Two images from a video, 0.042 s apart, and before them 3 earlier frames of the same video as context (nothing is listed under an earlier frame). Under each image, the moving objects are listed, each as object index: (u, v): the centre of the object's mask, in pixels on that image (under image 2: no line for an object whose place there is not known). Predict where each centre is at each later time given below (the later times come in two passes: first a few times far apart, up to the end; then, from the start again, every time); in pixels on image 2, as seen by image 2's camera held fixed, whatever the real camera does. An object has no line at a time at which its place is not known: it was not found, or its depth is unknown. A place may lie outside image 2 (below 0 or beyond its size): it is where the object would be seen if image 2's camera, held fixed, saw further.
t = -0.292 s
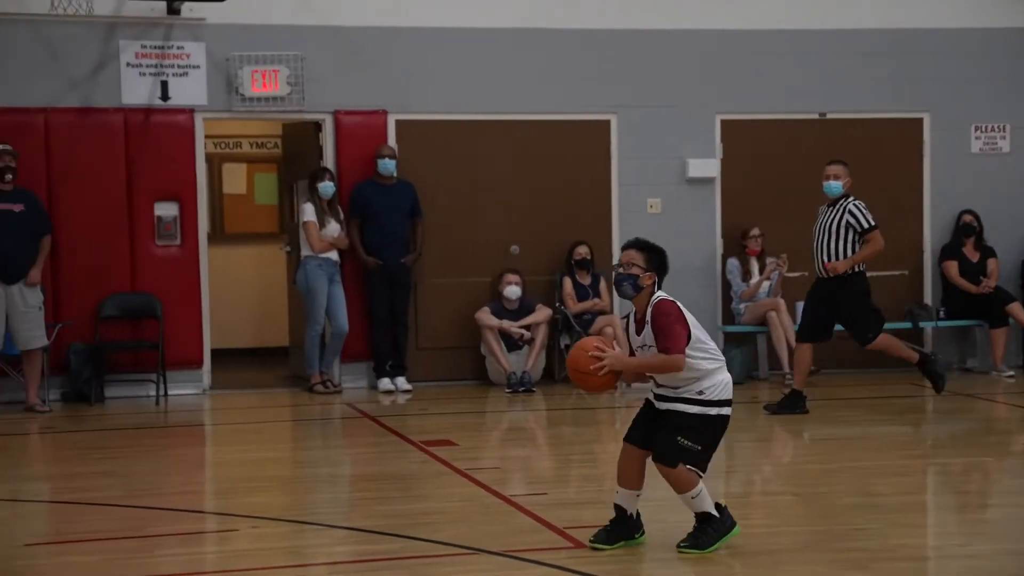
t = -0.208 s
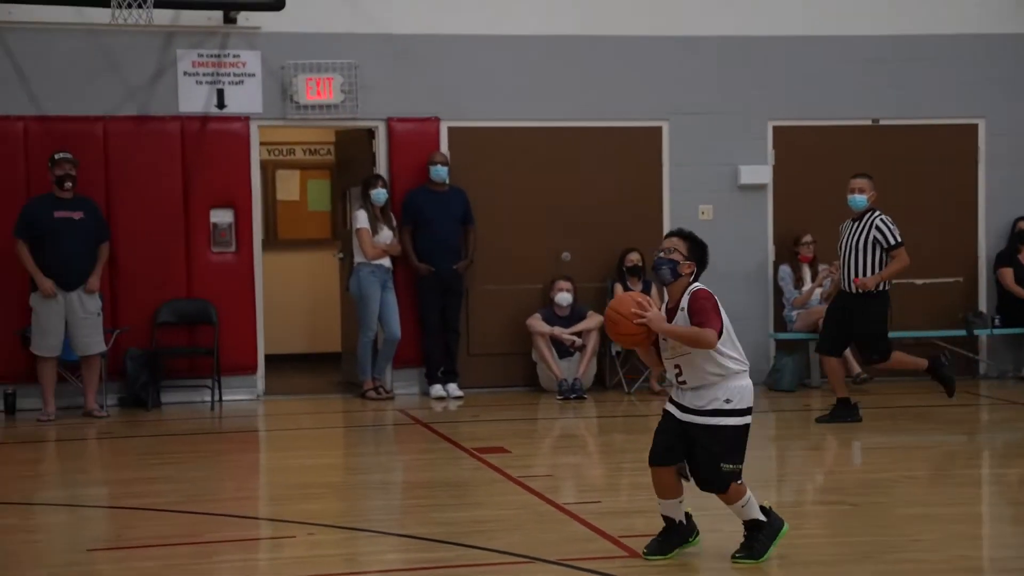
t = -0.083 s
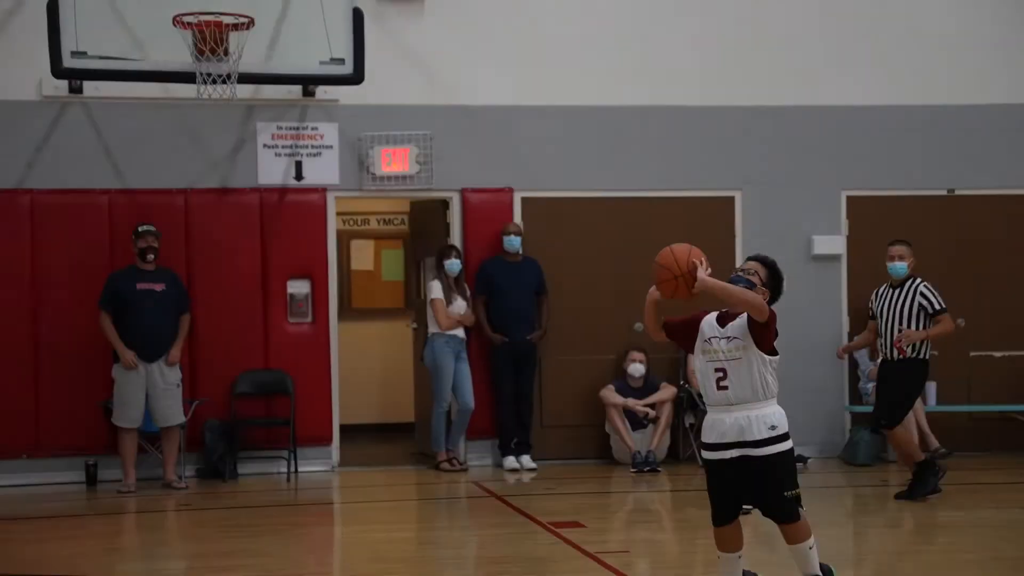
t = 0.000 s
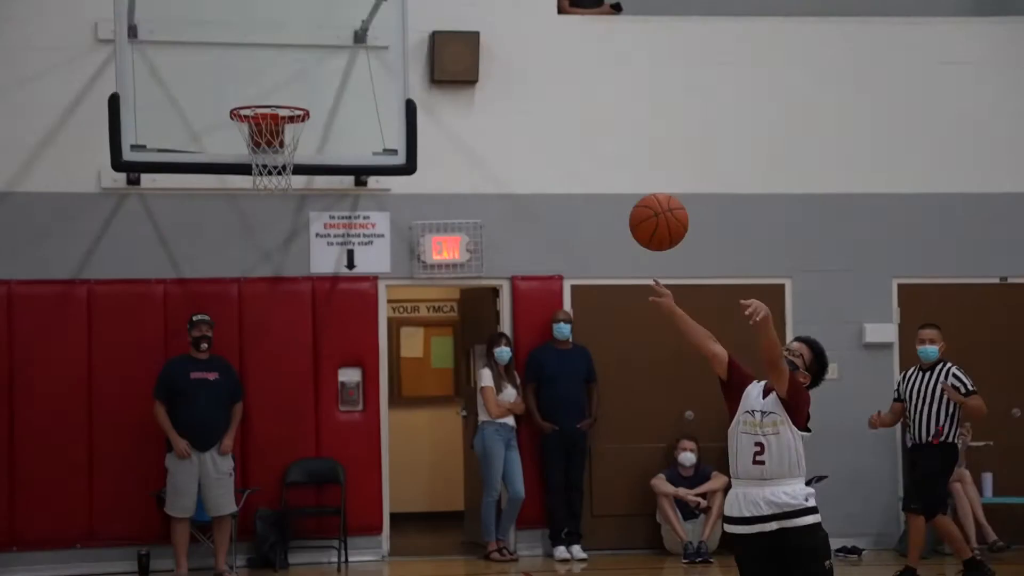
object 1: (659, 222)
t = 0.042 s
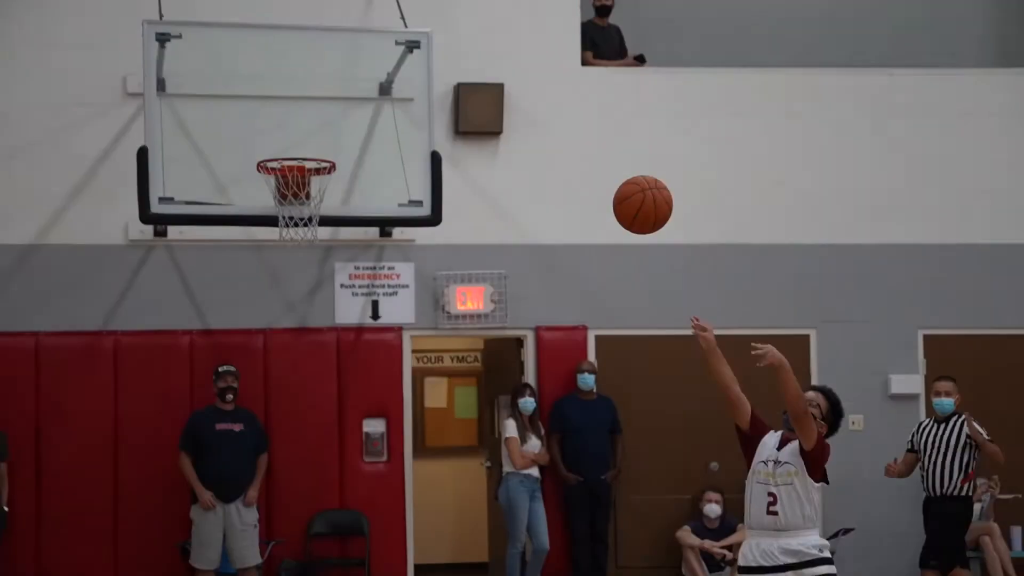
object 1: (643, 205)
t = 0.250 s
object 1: (429, -93)
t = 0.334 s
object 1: (334, -197)
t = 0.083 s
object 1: (602, 140)
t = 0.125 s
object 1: (561, 79)
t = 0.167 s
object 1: (518, 19)
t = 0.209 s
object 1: (474, -38)
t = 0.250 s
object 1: (429, -93)
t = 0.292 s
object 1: (382, -146)
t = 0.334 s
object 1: (334, -197)
